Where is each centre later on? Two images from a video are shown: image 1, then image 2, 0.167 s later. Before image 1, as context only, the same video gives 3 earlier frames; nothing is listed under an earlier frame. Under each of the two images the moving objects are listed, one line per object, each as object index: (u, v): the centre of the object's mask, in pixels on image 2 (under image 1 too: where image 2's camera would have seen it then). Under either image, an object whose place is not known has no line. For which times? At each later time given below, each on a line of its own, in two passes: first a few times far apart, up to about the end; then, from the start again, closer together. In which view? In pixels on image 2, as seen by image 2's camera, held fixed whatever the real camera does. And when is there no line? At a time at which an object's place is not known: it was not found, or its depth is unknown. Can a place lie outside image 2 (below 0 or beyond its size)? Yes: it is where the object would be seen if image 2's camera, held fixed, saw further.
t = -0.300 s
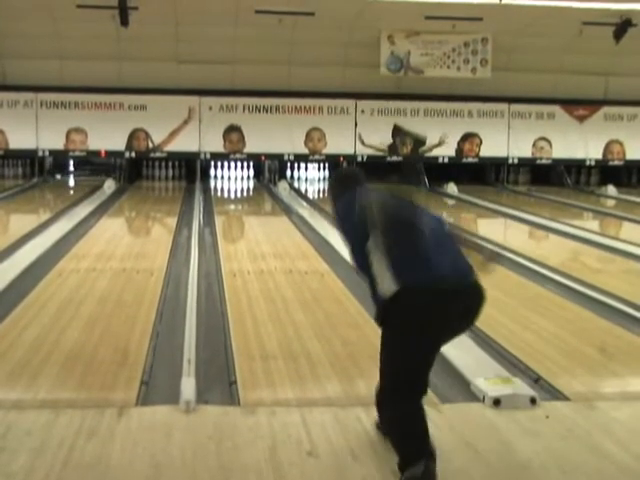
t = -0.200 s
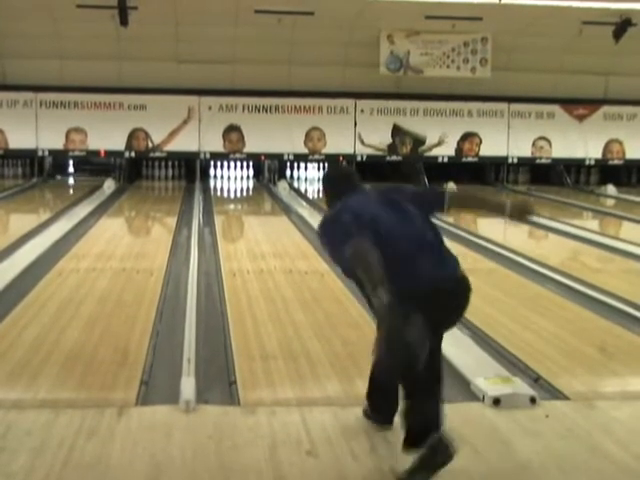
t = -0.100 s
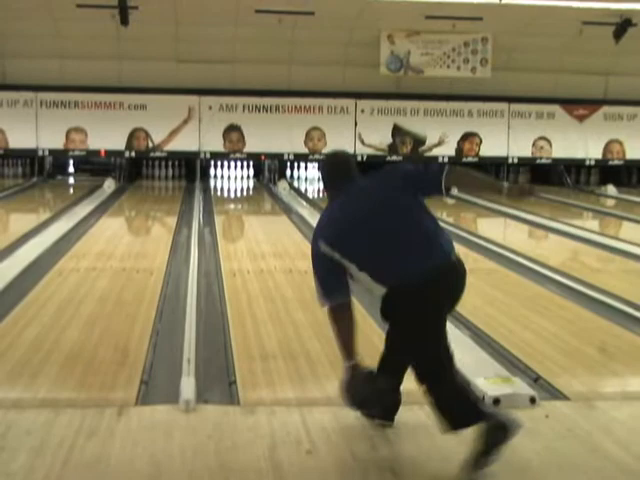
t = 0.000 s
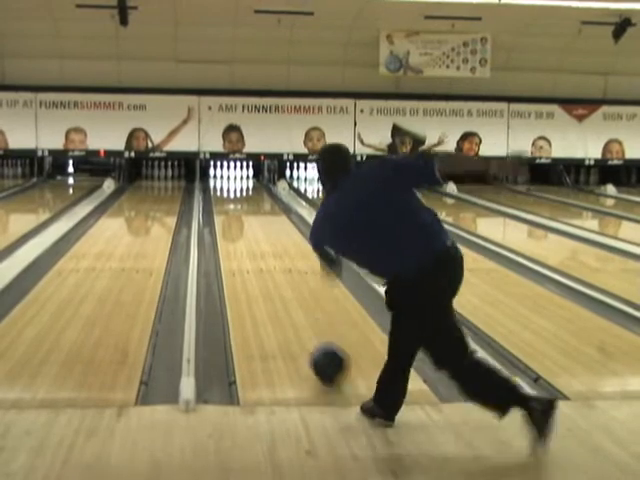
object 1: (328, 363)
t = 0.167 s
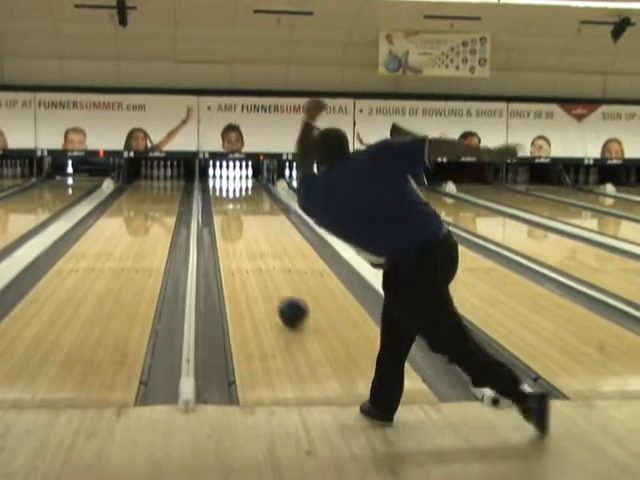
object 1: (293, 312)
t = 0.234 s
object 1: (282, 298)
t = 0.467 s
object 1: (257, 258)
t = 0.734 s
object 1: (238, 230)
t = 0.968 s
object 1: (229, 214)
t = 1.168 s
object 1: (222, 205)
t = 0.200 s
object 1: (288, 304)
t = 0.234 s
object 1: (282, 298)
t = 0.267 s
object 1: (278, 291)
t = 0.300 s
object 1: (274, 285)
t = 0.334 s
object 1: (270, 279)
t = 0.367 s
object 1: (266, 273)
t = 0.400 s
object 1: (263, 268)
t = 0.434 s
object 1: (260, 264)
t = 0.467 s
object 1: (257, 258)
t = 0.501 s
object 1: (254, 255)
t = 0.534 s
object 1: (251, 251)
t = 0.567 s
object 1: (249, 247)
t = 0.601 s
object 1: (246, 243)
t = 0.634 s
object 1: (244, 240)
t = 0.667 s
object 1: (242, 236)
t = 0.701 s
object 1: (240, 234)
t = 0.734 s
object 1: (238, 230)
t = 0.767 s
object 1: (237, 228)
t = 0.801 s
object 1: (235, 225)
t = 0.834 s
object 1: (234, 223)
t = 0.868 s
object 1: (232, 221)
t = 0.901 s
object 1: (231, 219)
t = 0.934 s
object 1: (230, 216)
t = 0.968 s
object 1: (229, 214)
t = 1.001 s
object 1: (227, 212)
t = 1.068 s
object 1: (225, 209)
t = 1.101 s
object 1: (224, 208)
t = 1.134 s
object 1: (223, 206)
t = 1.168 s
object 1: (222, 205)
